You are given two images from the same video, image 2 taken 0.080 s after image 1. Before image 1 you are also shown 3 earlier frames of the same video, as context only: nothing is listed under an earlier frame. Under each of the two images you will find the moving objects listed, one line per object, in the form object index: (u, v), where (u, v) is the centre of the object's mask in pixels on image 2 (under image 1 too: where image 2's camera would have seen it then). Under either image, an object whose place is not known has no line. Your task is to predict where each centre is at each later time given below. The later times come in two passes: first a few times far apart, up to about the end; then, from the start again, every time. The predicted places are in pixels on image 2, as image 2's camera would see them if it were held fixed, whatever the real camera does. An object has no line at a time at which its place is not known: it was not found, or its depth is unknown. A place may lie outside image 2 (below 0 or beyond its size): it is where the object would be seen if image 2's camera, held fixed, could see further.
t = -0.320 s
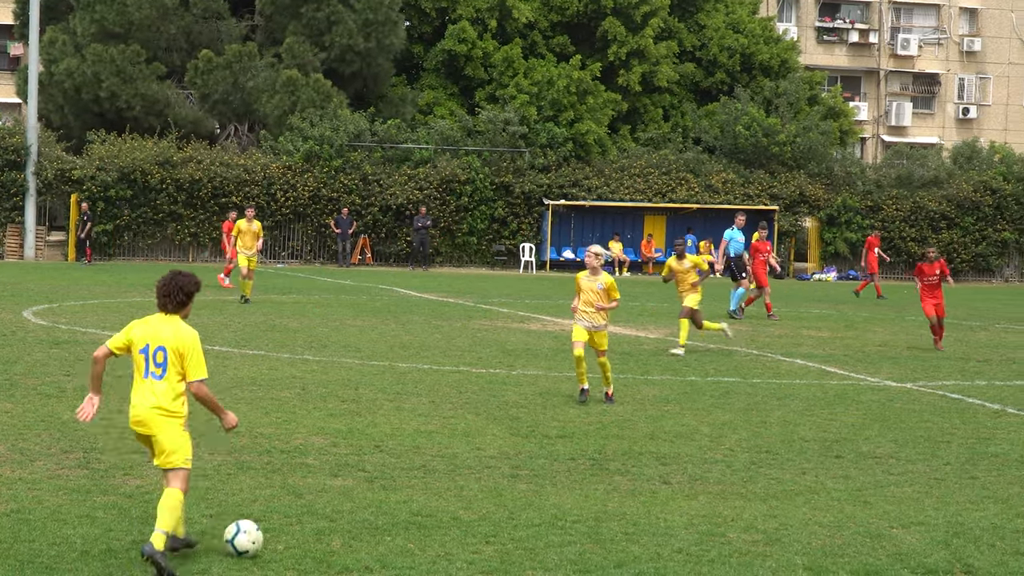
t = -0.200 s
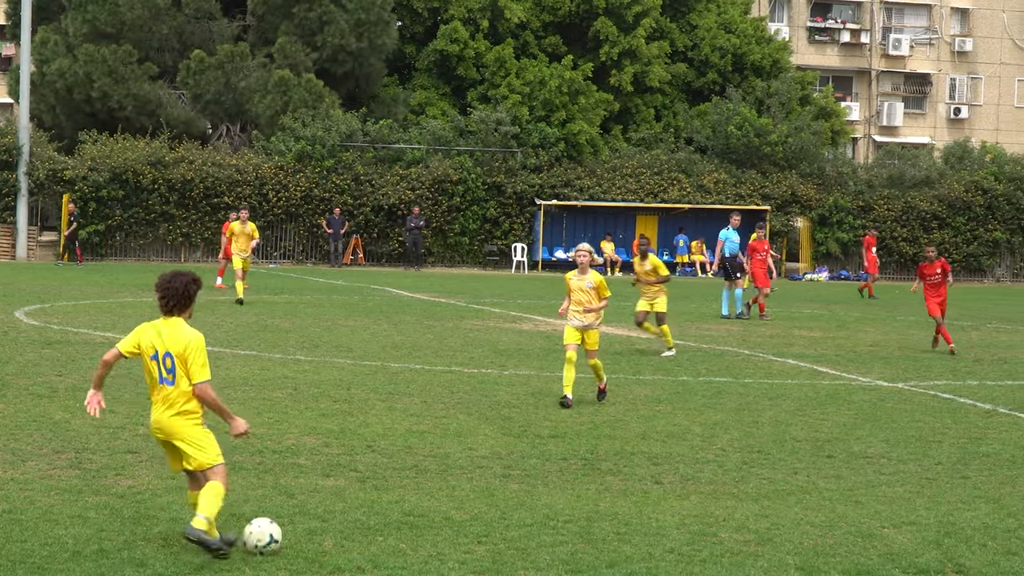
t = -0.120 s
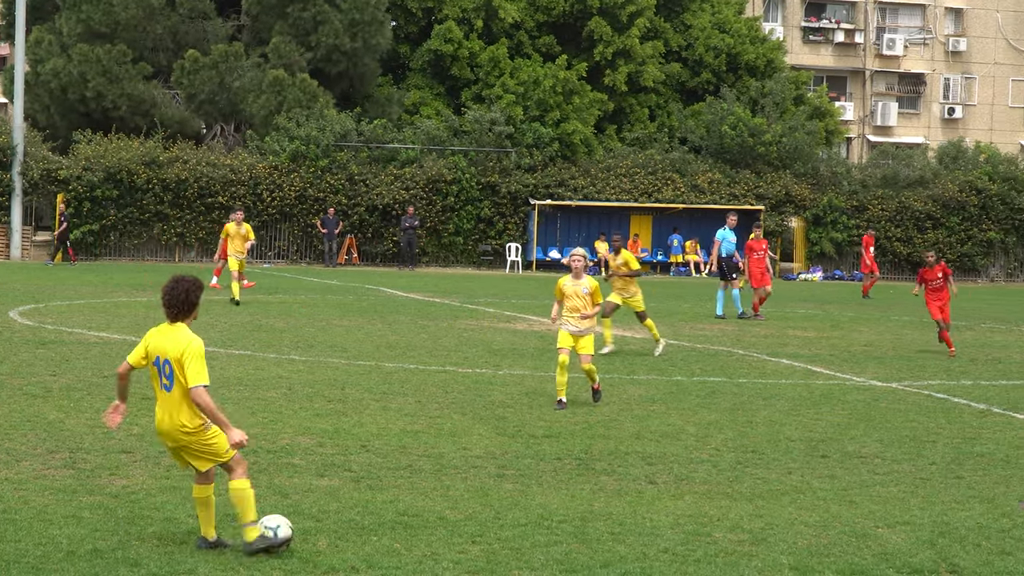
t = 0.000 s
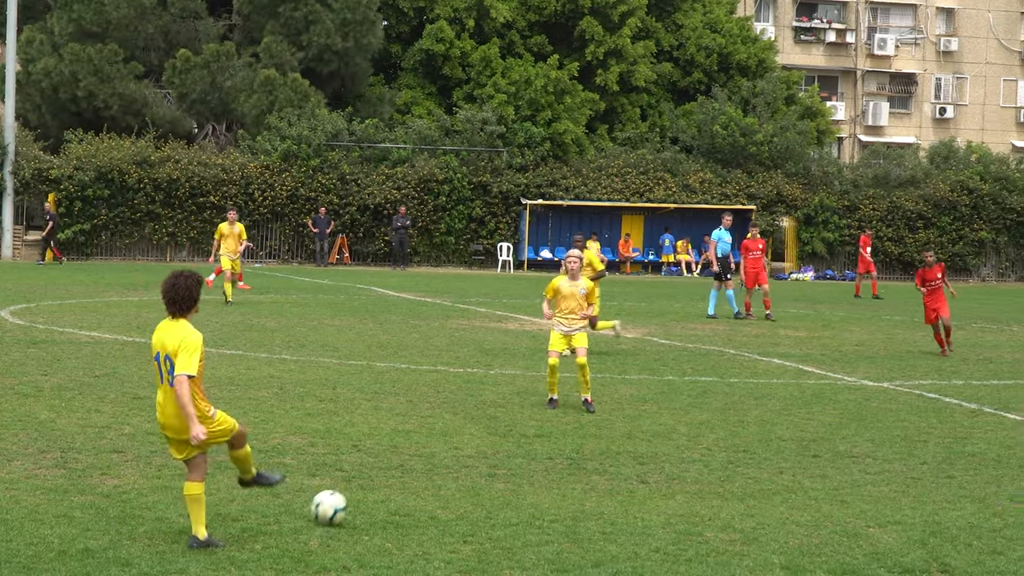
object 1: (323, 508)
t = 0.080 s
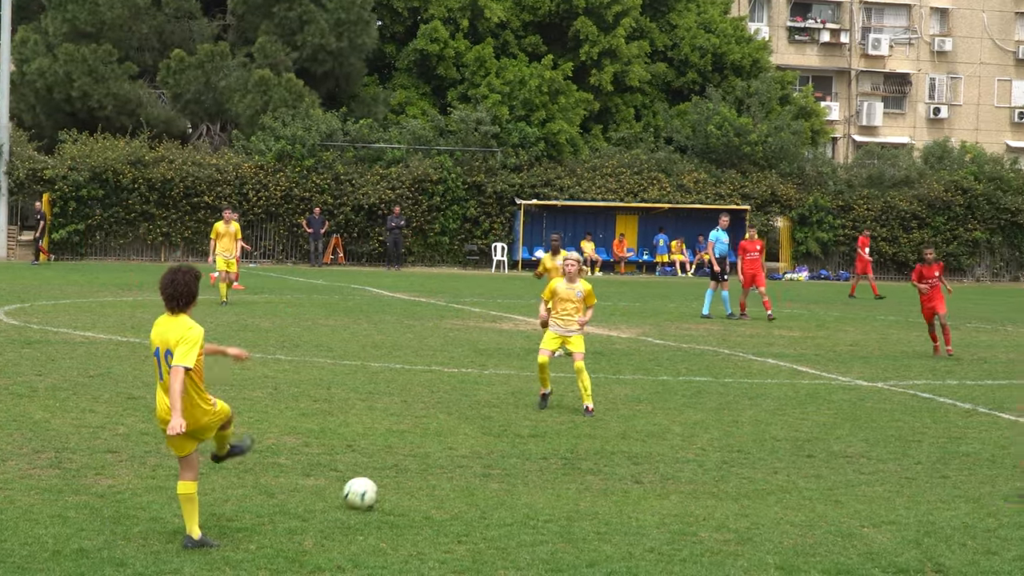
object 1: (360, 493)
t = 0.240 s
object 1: (417, 472)
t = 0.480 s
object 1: (476, 445)
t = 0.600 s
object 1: (501, 430)
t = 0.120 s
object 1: (377, 487)
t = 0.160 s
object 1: (391, 480)
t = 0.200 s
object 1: (404, 475)
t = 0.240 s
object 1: (417, 472)
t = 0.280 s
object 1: (428, 465)
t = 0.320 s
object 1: (439, 458)
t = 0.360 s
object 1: (448, 456)
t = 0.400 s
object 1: (458, 455)
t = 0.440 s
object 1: (468, 454)
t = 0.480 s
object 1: (476, 445)
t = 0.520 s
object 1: (485, 437)
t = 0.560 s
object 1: (493, 433)
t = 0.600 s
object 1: (501, 430)
